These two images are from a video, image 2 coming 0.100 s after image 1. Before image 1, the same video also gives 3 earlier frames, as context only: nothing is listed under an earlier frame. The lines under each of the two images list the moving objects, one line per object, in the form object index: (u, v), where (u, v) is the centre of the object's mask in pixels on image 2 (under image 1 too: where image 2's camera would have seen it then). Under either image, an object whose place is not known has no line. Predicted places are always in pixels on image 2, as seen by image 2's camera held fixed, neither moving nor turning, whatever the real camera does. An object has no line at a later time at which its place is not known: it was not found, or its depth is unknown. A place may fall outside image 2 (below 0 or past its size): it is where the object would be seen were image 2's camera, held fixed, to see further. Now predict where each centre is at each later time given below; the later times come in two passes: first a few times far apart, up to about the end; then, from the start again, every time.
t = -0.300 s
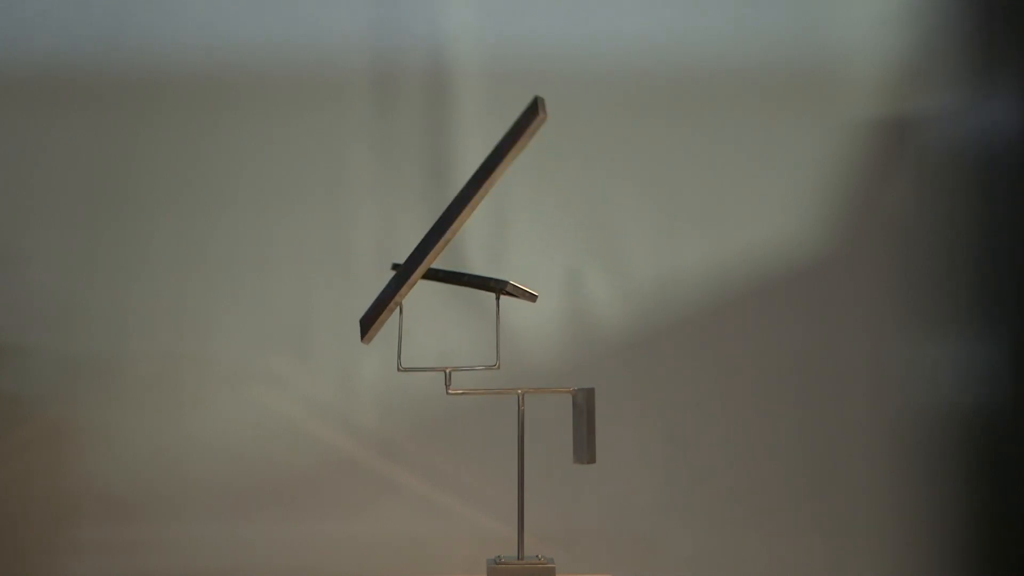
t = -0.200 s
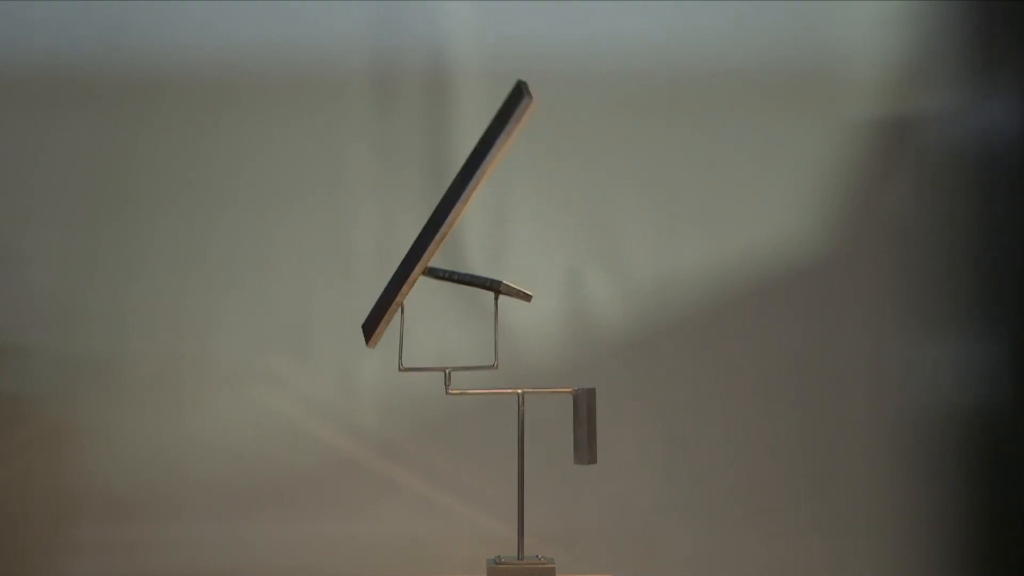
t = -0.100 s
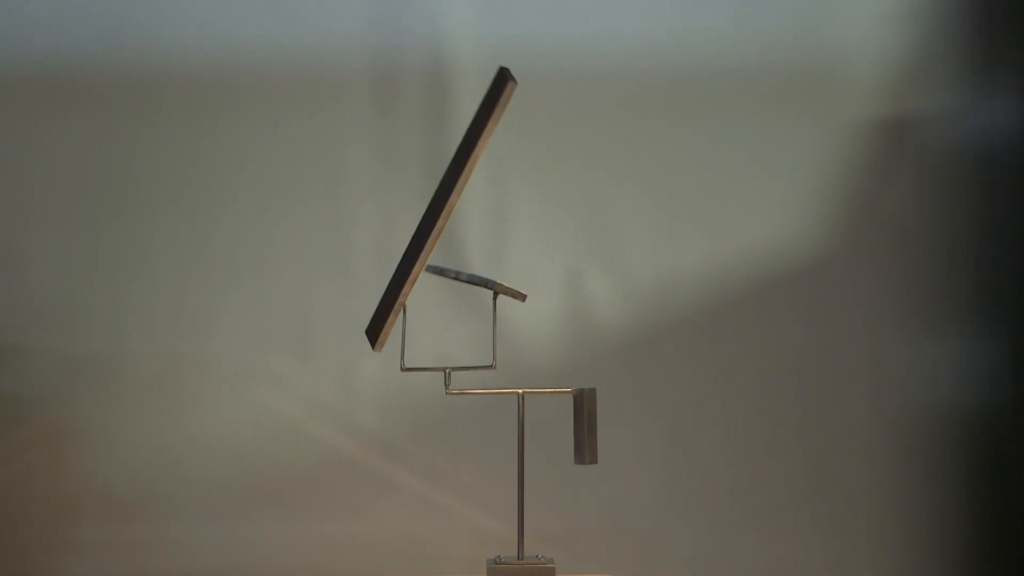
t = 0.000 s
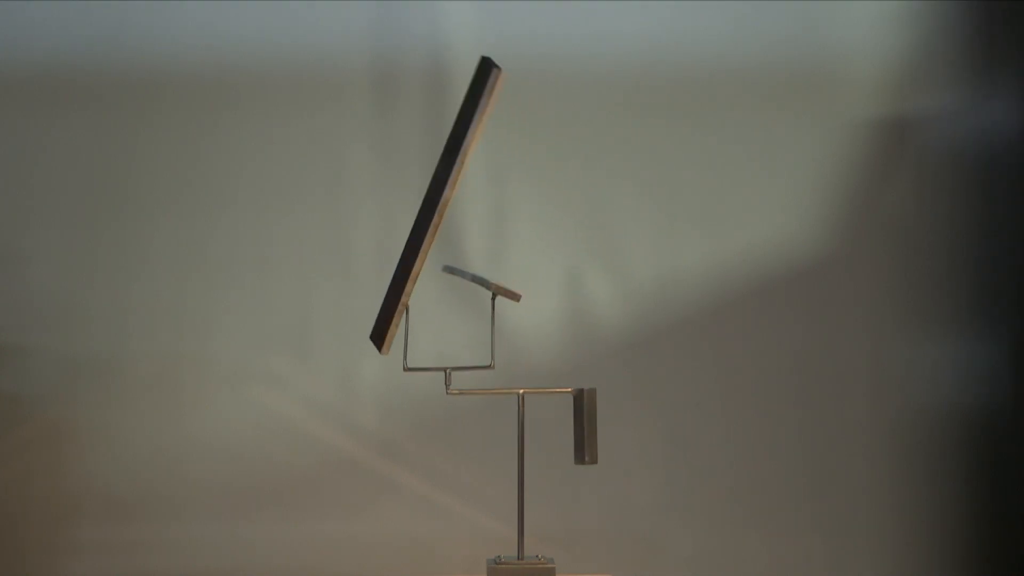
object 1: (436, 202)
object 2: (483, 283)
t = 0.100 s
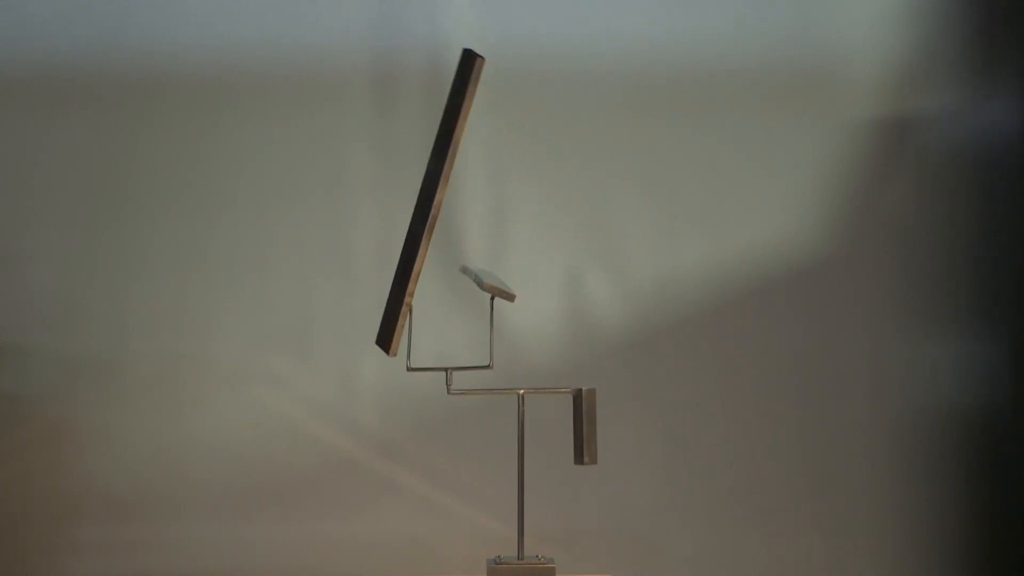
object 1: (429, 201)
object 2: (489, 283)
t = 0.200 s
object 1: (425, 199)
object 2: (493, 283)
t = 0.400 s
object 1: (420, 201)
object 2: (504, 281)
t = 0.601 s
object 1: (419, 203)
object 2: (516, 281)
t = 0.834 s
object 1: (424, 213)
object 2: (530, 280)
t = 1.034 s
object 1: (429, 222)
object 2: (542, 280)
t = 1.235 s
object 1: (425, 206)
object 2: (554, 280)
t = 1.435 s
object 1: (445, 240)
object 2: (565, 279)
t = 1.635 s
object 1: (461, 258)
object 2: (576, 279)
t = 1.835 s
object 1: (473, 270)
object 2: (587, 278)
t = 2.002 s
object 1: (483, 278)
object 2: (595, 277)
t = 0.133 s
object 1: (428, 200)
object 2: (490, 283)
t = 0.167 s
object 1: (426, 200)
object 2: (492, 283)
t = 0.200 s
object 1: (425, 199)
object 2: (493, 283)
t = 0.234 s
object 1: (424, 199)
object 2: (495, 283)
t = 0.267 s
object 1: (423, 199)
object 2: (496, 283)
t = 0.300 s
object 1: (422, 199)
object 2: (498, 282)
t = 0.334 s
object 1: (421, 199)
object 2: (500, 282)
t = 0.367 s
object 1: (420, 200)
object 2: (502, 282)
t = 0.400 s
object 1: (420, 201)
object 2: (504, 281)
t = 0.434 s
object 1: (419, 200)
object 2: (506, 281)
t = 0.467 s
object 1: (419, 200)
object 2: (508, 281)
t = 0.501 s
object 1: (419, 201)
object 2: (510, 281)
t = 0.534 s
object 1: (419, 202)
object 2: (512, 281)
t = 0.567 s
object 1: (419, 203)
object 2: (514, 281)
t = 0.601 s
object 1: (419, 203)
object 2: (516, 281)
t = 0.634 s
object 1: (419, 205)
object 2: (518, 281)
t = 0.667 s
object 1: (420, 206)
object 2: (519, 281)
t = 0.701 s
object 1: (421, 208)
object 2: (522, 281)
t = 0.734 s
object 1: (421, 208)
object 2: (524, 281)
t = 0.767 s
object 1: (422, 210)
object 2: (526, 280)
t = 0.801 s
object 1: (423, 210)
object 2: (528, 280)
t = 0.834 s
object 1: (424, 213)
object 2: (530, 280)
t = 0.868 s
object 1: (425, 214)
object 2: (532, 280)
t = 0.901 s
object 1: (426, 216)
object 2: (534, 280)
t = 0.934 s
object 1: (427, 217)
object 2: (538, 280)
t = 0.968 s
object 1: (428, 220)
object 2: (538, 280)
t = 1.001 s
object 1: (428, 220)
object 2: (540, 280)
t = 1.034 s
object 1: (429, 222)
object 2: (542, 280)
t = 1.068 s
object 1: (430, 222)
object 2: (544, 280)
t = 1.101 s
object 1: (431, 223)
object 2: (546, 280)
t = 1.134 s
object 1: (431, 224)
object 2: (548, 280)
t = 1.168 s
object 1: (432, 224)
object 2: (550, 280)
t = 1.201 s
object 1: (433, 224)
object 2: (551, 280)
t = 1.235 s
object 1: (425, 206)
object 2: (554, 280)
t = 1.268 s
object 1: (426, 209)
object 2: (556, 280)
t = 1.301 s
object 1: (426, 211)
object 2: (557, 280)
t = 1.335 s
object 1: (428, 214)
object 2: (560, 280)
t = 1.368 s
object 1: (429, 217)
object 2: (561, 280)
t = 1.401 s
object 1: (430, 220)
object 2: (563, 279)
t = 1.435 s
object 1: (445, 240)
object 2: (565, 279)
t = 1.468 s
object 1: (448, 244)
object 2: (567, 279)
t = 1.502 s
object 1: (450, 247)
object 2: (569, 279)
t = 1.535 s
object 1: (453, 250)
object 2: (571, 279)
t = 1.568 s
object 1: (456, 252)
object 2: (573, 279)
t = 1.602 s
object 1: (458, 255)
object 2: (574, 279)
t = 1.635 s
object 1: (461, 258)
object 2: (576, 279)
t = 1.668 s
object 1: (463, 260)
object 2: (578, 279)
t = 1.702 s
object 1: (465, 262)
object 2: (580, 279)
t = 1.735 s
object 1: (467, 264)
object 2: (582, 278)
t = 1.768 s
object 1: (469, 266)
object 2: (584, 278)
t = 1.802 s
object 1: (471, 268)
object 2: (586, 278)
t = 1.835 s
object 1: (473, 270)
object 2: (587, 278)
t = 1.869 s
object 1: (475, 272)
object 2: (589, 278)
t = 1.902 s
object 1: (477, 274)
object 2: (591, 278)
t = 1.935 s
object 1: (479, 275)
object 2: (592, 278)
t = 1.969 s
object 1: (481, 277)
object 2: (594, 277)
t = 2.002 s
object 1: (483, 278)
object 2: (595, 277)
